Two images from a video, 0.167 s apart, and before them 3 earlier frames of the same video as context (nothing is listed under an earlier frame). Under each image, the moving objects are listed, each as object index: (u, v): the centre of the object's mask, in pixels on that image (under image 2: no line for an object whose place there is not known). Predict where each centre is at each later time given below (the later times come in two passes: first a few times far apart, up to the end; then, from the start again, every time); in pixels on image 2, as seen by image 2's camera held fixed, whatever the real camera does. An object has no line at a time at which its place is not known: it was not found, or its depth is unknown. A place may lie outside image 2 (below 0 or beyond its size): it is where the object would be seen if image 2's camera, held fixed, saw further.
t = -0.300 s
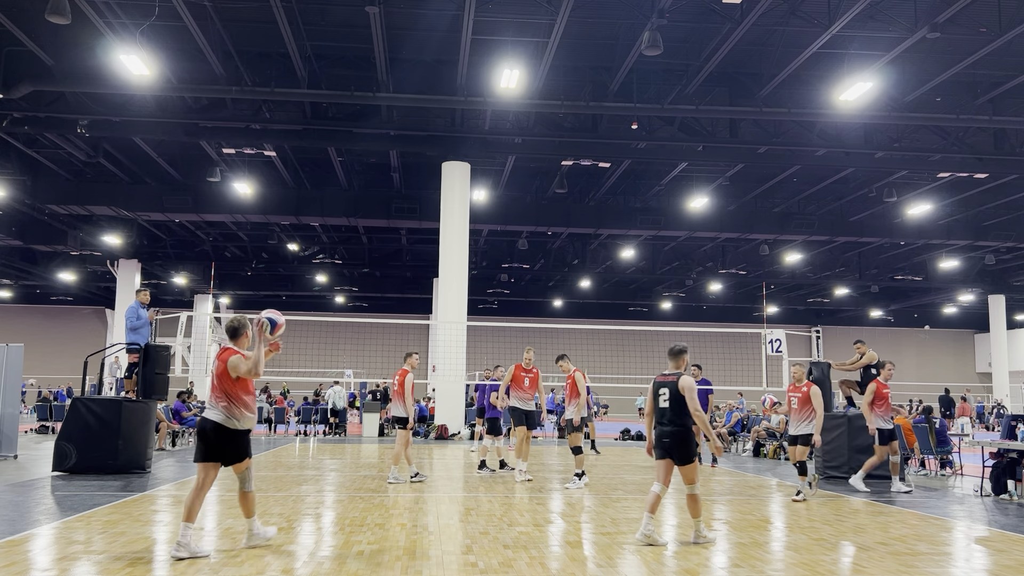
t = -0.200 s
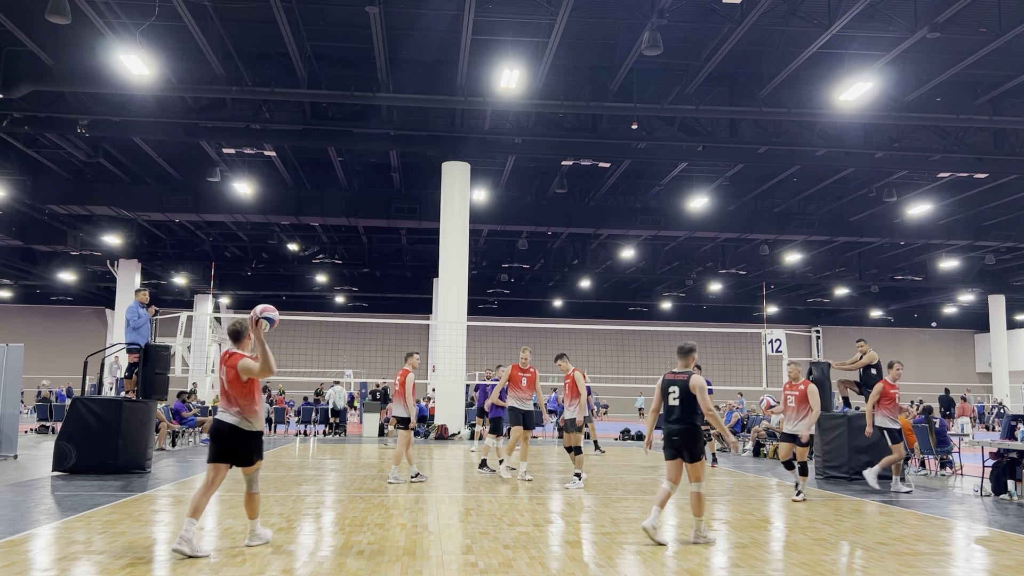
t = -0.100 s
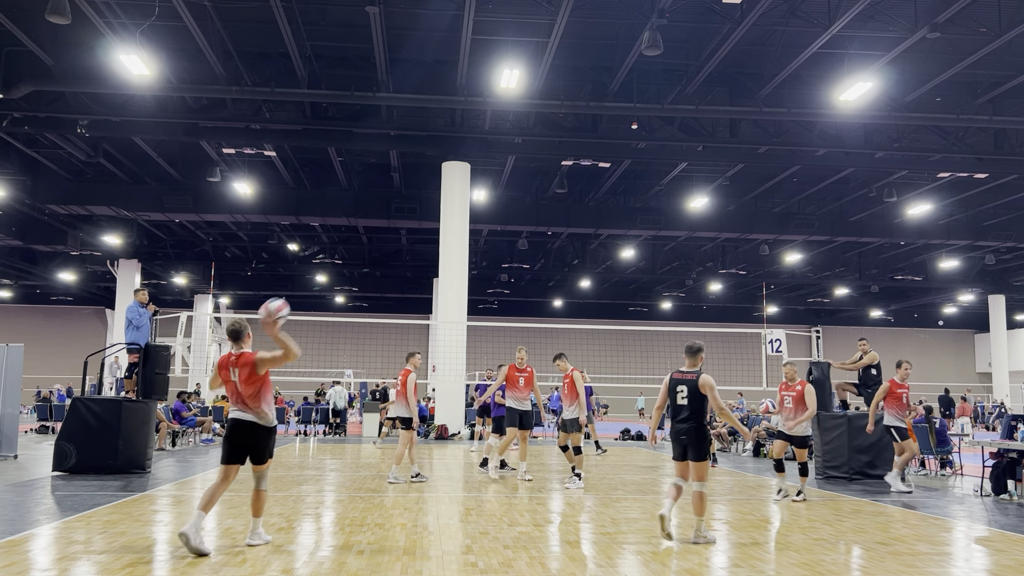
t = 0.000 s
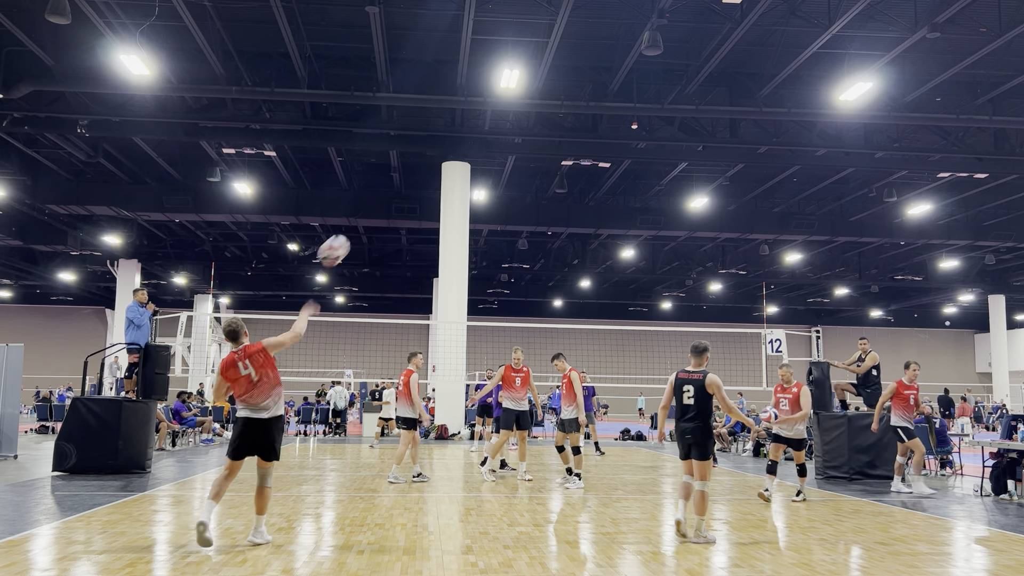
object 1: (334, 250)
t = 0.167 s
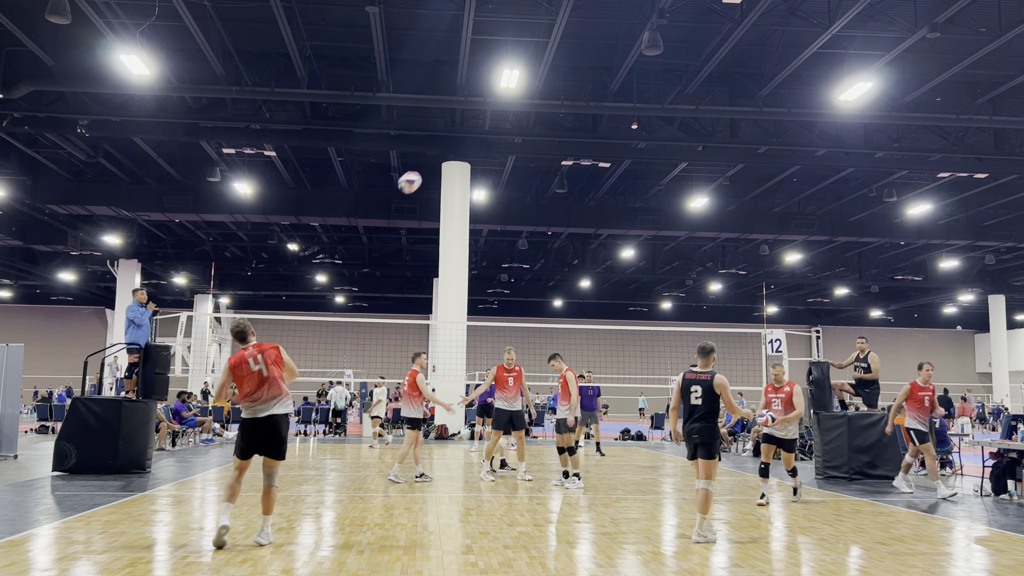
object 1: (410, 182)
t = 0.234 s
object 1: (431, 167)
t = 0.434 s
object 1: (477, 146)
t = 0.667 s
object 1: (513, 154)
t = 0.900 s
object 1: (538, 182)
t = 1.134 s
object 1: (557, 224)
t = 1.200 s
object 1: (562, 239)
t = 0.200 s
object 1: (421, 174)
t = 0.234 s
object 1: (431, 167)
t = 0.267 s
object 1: (440, 160)
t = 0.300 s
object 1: (449, 156)
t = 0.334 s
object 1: (456, 152)
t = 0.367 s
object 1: (464, 149)
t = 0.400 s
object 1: (471, 147)
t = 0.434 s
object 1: (477, 146)
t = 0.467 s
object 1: (483, 145)
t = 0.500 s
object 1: (489, 145)
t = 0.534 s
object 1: (494, 146)
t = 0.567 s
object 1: (499, 147)
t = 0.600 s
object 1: (504, 149)
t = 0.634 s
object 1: (509, 151)
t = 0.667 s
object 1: (513, 154)
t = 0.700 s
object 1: (517, 157)
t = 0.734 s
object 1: (521, 160)
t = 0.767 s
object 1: (524, 164)
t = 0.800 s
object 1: (529, 168)
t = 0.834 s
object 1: (532, 172)
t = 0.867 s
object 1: (535, 177)
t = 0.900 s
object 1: (538, 182)
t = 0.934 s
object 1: (541, 188)
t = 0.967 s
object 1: (544, 193)
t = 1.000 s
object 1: (547, 199)
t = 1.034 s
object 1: (550, 205)
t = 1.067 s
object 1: (552, 212)
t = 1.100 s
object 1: (555, 218)
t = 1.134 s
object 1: (557, 224)
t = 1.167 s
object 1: (560, 232)
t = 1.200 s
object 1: (562, 239)
